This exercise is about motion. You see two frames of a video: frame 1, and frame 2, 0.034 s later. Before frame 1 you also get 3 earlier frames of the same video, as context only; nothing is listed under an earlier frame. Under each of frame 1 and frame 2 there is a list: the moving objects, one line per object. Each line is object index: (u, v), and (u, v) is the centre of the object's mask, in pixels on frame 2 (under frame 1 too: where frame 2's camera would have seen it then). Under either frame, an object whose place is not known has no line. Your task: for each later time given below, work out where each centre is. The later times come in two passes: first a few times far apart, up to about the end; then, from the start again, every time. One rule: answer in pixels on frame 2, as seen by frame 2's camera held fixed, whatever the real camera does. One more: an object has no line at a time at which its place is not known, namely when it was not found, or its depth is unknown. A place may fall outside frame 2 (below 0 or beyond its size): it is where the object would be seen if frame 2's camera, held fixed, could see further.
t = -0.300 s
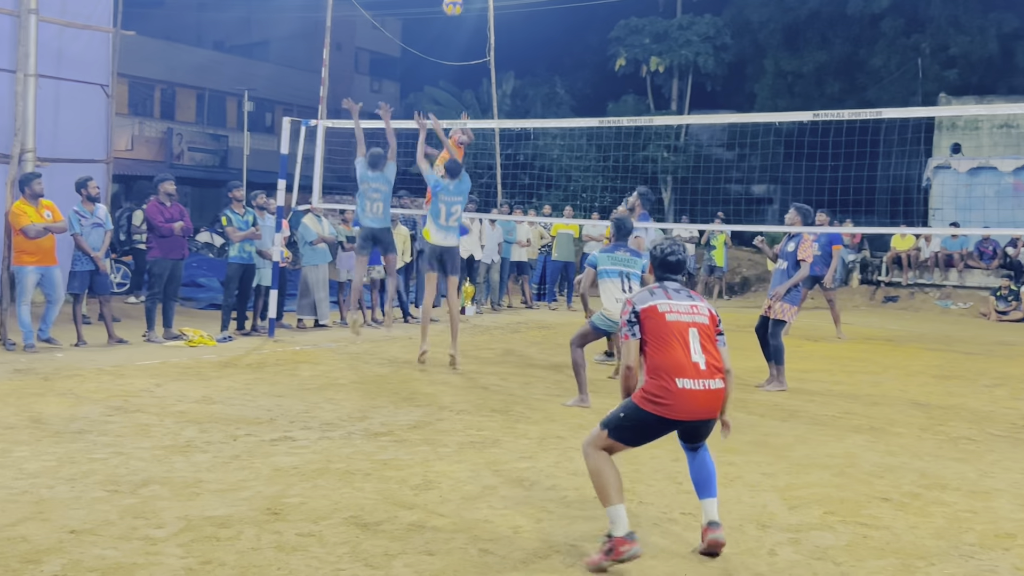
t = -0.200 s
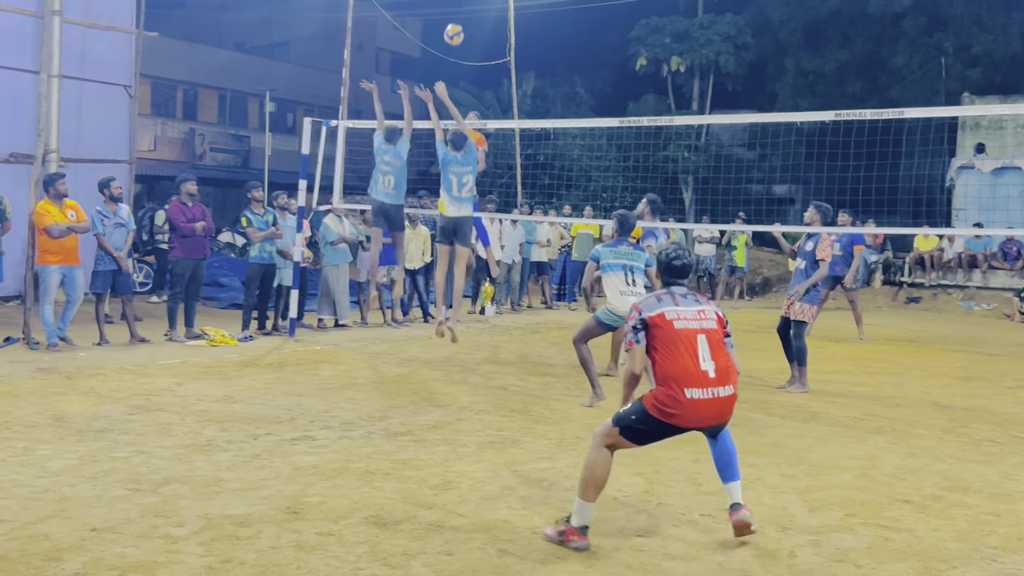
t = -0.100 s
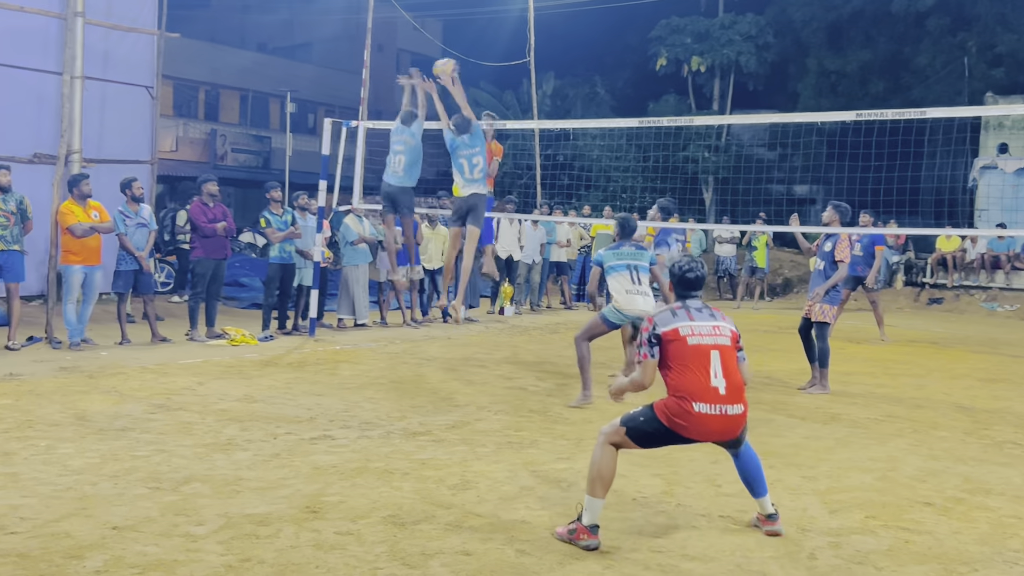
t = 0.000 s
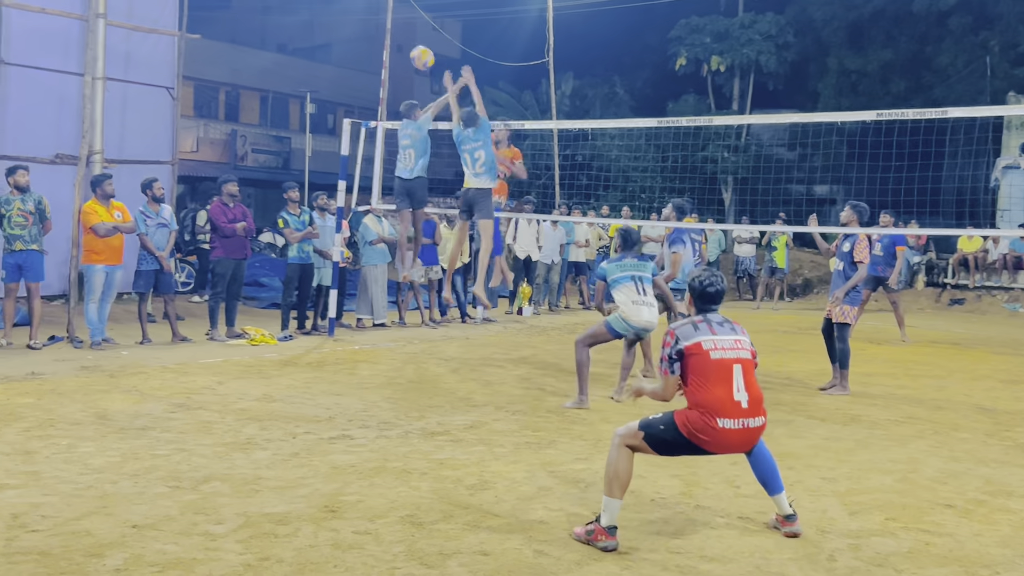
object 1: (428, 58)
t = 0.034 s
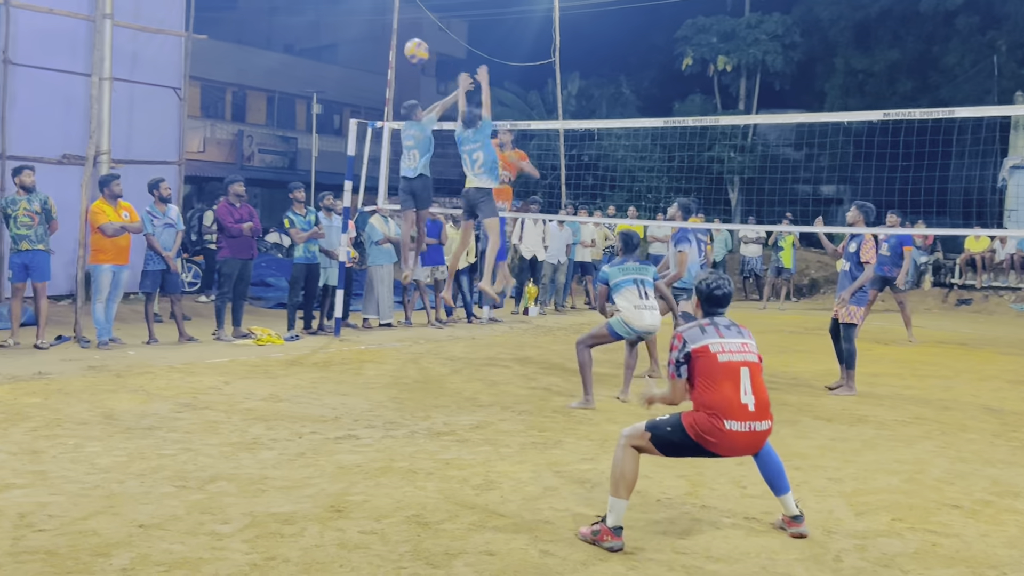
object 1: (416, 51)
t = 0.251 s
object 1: (314, 37)
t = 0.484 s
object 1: (115, 137)
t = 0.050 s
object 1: (410, 48)
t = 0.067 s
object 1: (404, 45)
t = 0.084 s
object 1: (397, 42)
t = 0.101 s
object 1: (391, 40)
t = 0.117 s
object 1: (384, 38)
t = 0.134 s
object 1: (376, 36)
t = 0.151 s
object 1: (368, 36)
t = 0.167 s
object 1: (361, 35)
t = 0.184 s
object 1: (352, 34)
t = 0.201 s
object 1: (343, 34)
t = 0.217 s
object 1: (334, 35)
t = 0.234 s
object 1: (324, 35)
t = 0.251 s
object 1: (314, 37)
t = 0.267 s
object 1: (304, 39)
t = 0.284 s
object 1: (293, 42)
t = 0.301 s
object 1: (282, 45)
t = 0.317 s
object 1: (270, 49)
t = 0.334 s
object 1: (257, 54)
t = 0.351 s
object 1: (244, 59)
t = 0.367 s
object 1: (231, 65)
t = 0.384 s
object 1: (216, 73)
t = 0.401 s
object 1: (201, 81)
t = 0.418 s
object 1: (187, 90)
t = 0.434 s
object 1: (170, 98)
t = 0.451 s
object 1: (153, 109)
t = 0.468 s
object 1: (135, 122)
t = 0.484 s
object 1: (115, 137)
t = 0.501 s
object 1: (94, 152)
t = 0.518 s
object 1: (74, 166)
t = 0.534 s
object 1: (50, 186)
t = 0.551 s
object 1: (25, 206)
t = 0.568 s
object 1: (4, 226)
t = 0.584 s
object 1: (-26, 252)
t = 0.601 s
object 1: (-54, 280)
